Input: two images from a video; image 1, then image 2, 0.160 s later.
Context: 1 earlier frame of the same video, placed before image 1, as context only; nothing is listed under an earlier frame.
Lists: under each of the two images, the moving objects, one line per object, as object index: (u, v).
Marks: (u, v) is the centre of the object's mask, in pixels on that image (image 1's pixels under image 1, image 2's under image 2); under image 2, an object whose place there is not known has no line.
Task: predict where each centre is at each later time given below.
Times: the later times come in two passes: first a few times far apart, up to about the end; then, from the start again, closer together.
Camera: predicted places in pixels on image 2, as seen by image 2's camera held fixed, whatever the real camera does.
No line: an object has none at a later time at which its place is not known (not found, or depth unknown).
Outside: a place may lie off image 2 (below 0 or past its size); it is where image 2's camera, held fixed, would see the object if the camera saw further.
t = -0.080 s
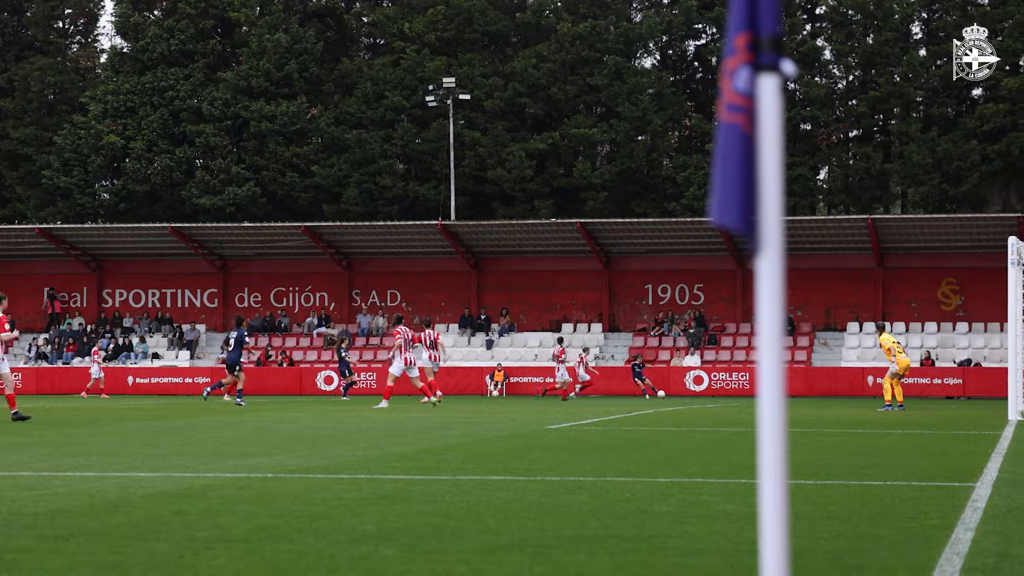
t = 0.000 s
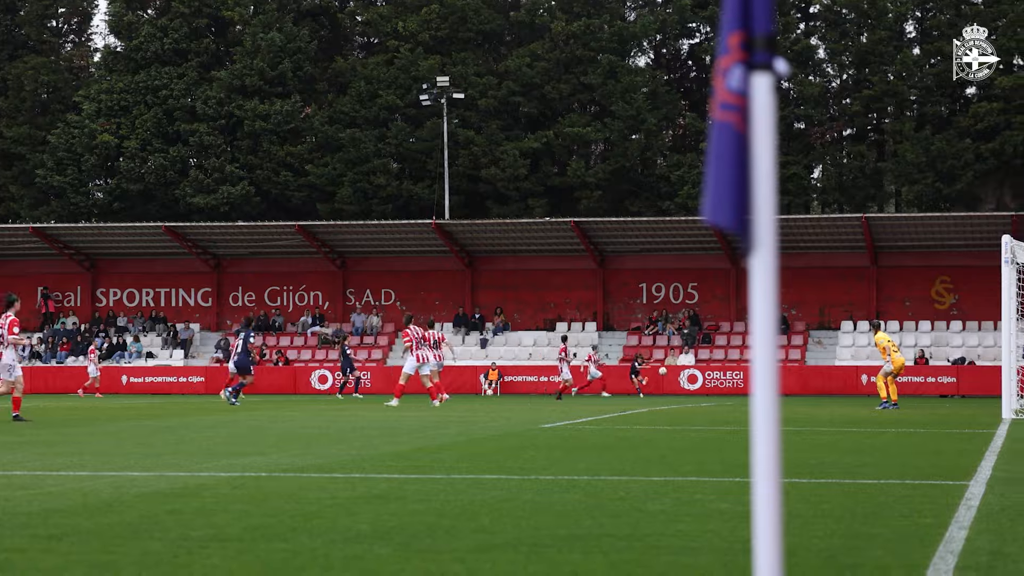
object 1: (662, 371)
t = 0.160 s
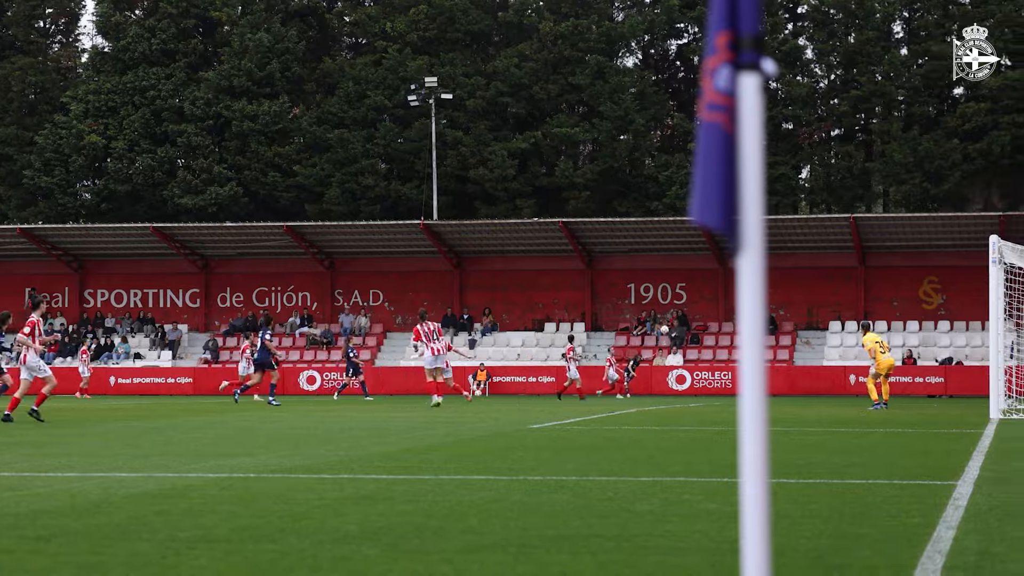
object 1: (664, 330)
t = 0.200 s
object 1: (667, 319)
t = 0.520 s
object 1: (684, 248)
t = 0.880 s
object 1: (688, 190)
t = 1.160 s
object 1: (682, 171)
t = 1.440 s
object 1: (666, 178)
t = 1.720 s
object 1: (638, 220)
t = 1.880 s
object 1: (616, 263)
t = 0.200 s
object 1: (667, 319)
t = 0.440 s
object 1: (681, 264)
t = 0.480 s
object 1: (682, 256)
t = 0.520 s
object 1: (684, 248)
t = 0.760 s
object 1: (686, 205)
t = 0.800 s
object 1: (686, 200)
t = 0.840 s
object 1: (687, 194)
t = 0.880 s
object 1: (688, 190)
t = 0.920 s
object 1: (688, 186)
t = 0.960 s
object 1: (687, 182)
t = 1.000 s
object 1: (686, 179)
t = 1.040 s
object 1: (686, 176)
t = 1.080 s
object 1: (685, 174)
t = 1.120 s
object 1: (684, 172)
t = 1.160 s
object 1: (682, 171)
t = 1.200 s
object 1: (680, 170)
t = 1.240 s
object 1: (678, 170)
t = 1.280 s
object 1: (676, 170)
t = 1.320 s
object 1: (674, 171)
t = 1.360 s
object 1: (672, 173)
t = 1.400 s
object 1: (669, 175)
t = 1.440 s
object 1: (666, 178)
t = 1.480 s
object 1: (663, 182)
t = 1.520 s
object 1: (659, 187)
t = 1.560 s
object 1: (655, 192)
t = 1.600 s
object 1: (651, 198)
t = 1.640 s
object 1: (647, 204)
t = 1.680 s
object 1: (642, 212)
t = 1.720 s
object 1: (638, 220)
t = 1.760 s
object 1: (633, 230)
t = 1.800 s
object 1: (627, 240)
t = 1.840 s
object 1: (622, 251)
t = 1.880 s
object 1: (616, 263)
